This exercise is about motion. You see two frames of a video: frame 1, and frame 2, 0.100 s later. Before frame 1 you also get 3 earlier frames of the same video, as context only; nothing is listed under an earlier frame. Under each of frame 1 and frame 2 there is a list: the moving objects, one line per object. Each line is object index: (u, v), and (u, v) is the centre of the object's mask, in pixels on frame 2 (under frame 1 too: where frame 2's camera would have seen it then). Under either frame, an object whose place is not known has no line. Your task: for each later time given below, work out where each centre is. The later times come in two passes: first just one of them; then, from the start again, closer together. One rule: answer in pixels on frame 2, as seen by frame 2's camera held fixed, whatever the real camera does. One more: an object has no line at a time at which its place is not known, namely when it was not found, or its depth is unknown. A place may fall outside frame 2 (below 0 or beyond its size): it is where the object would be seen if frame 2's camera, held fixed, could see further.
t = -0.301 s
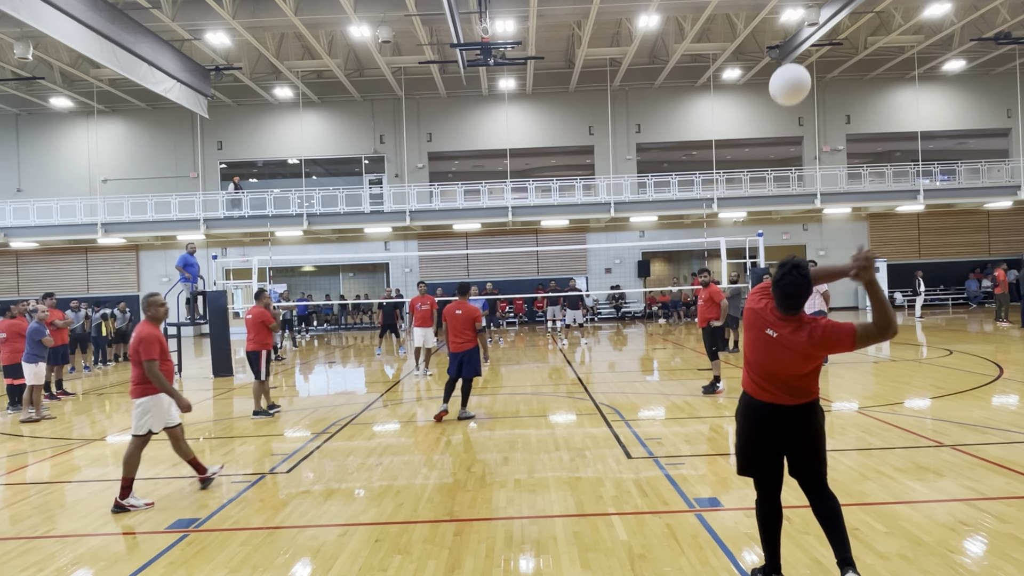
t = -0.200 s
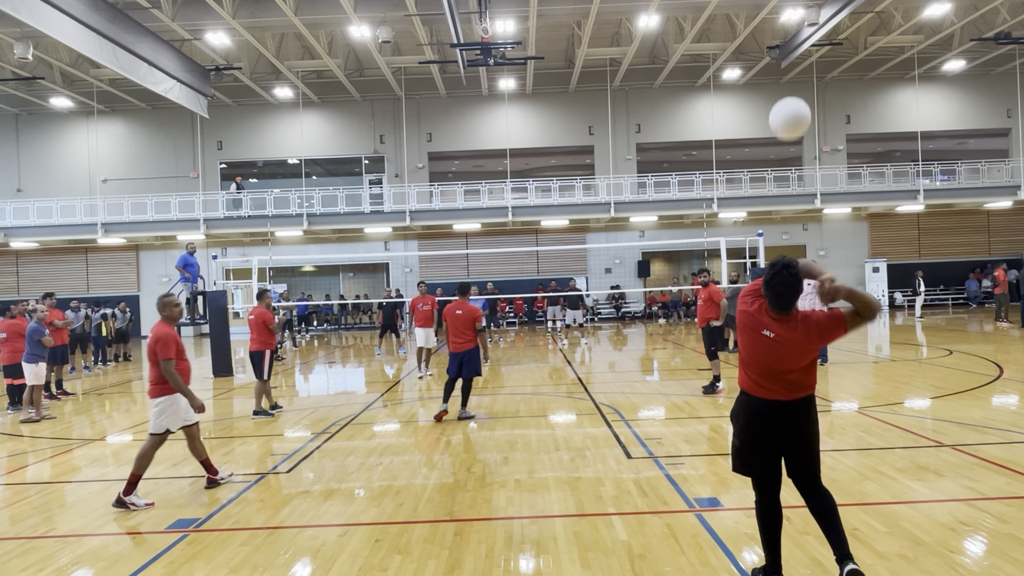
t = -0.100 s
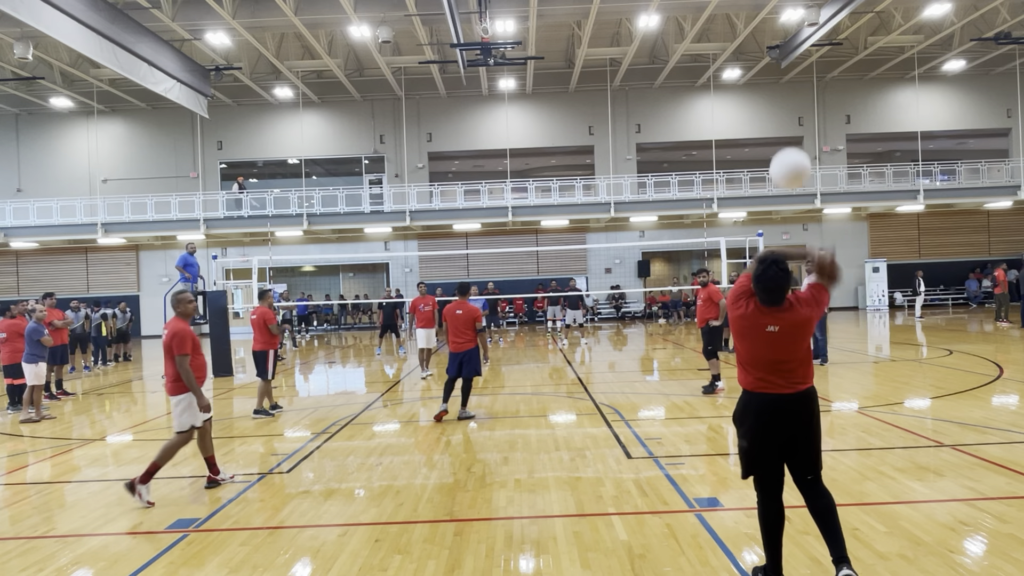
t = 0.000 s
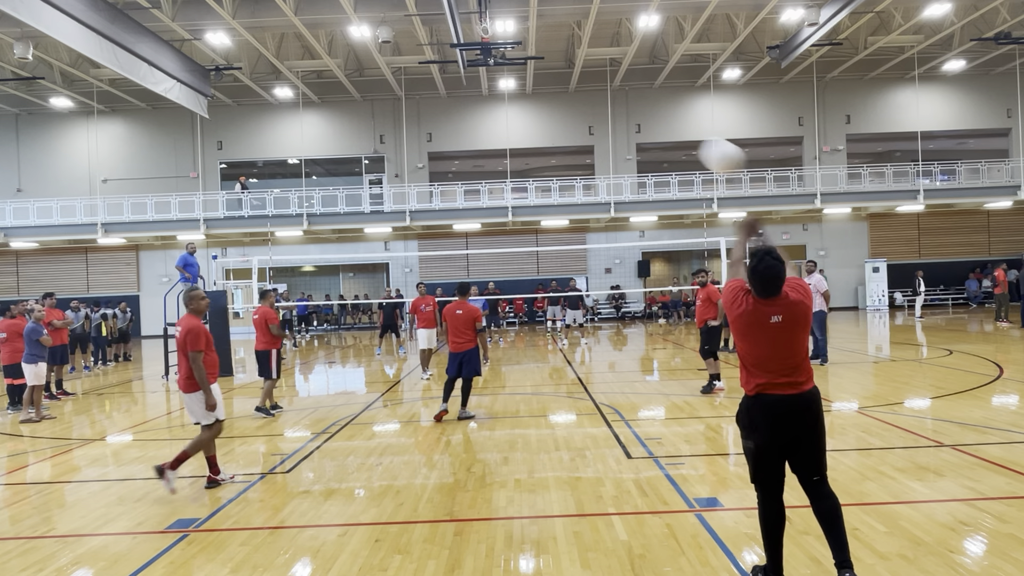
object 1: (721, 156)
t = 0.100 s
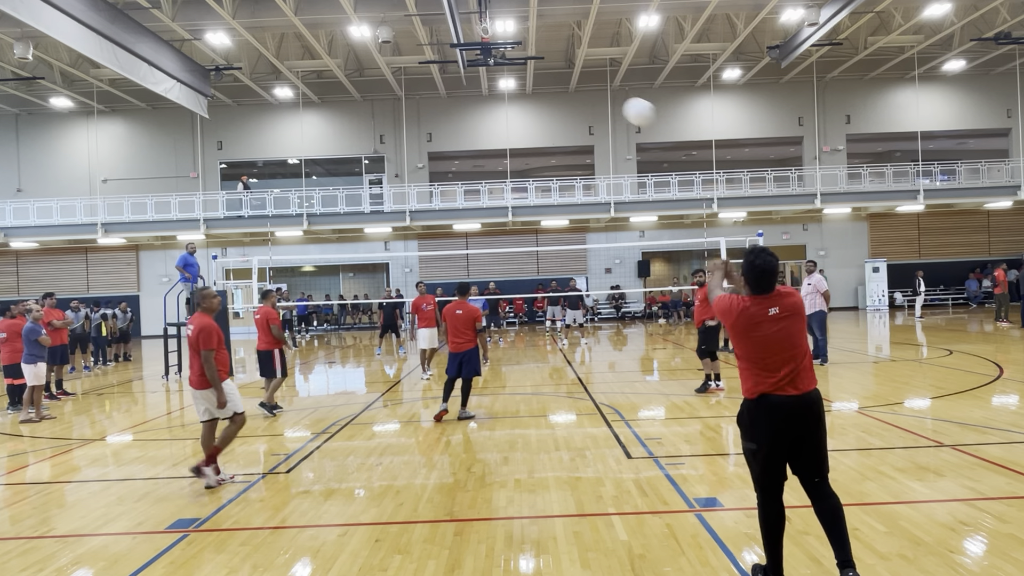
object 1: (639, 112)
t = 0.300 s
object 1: (552, 86)
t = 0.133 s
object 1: (620, 103)
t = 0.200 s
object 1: (588, 92)
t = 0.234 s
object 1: (575, 88)
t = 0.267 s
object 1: (563, 86)
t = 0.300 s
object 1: (552, 86)
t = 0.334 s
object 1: (543, 86)
